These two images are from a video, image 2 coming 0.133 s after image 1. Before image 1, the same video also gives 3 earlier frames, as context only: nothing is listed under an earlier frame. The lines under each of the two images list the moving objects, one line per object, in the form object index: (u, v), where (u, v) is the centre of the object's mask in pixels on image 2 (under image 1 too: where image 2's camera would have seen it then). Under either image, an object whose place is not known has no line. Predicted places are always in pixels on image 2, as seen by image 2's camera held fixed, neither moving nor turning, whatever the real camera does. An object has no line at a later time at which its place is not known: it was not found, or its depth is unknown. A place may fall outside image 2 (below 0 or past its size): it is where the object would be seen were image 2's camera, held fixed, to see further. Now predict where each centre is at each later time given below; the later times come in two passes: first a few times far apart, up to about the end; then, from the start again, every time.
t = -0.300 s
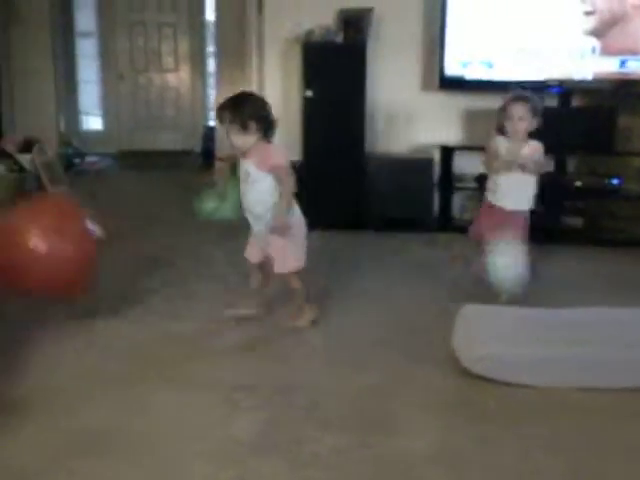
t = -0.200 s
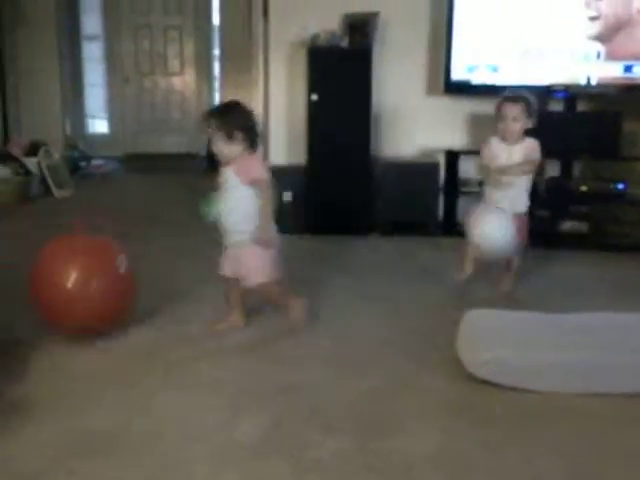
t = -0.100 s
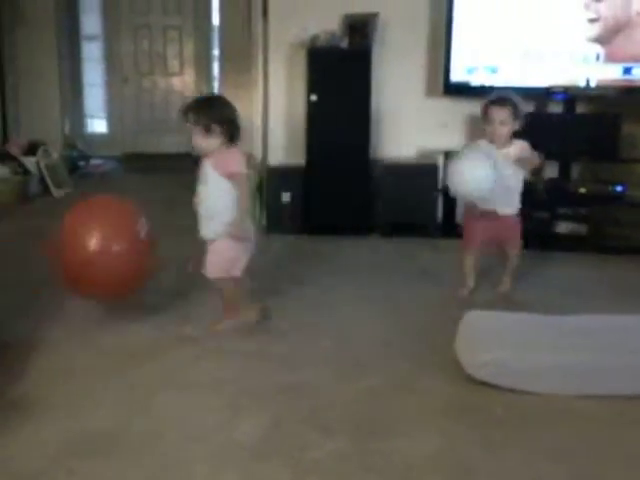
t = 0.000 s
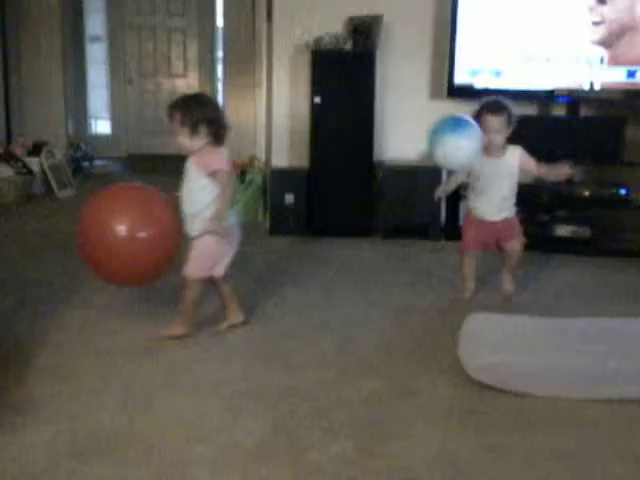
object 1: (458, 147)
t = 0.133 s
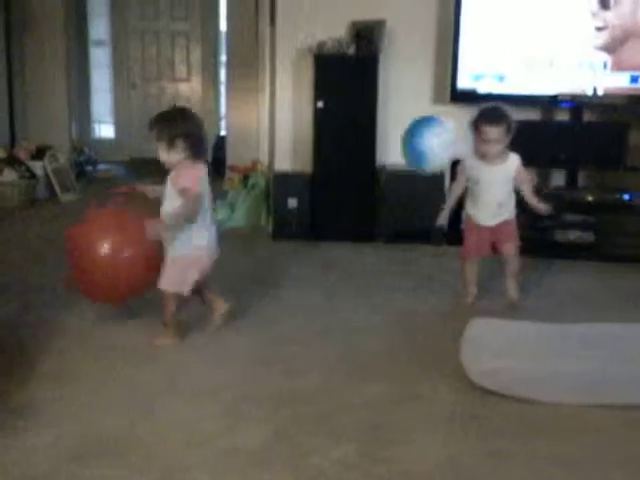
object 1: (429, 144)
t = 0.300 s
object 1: (392, 205)
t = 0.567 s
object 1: (330, 254)
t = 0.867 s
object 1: (261, 242)
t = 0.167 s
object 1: (423, 150)
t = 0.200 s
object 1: (416, 159)
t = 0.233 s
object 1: (408, 171)
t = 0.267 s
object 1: (400, 188)
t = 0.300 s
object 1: (392, 205)
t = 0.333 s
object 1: (384, 225)
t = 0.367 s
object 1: (376, 250)
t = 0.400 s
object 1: (368, 277)
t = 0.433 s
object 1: (360, 307)
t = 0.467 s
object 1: (353, 312)
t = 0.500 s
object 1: (346, 292)
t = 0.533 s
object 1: (337, 269)
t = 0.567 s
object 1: (330, 254)
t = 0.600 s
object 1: (322, 241)
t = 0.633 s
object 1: (315, 230)
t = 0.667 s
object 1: (307, 223)
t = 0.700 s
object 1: (300, 219)
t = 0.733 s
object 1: (292, 217)
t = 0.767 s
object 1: (285, 219)
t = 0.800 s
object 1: (278, 223)
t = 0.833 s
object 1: (269, 231)
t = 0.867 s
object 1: (261, 242)
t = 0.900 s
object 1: (253, 257)
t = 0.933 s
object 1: (244, 274)
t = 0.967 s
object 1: (235, 294)
